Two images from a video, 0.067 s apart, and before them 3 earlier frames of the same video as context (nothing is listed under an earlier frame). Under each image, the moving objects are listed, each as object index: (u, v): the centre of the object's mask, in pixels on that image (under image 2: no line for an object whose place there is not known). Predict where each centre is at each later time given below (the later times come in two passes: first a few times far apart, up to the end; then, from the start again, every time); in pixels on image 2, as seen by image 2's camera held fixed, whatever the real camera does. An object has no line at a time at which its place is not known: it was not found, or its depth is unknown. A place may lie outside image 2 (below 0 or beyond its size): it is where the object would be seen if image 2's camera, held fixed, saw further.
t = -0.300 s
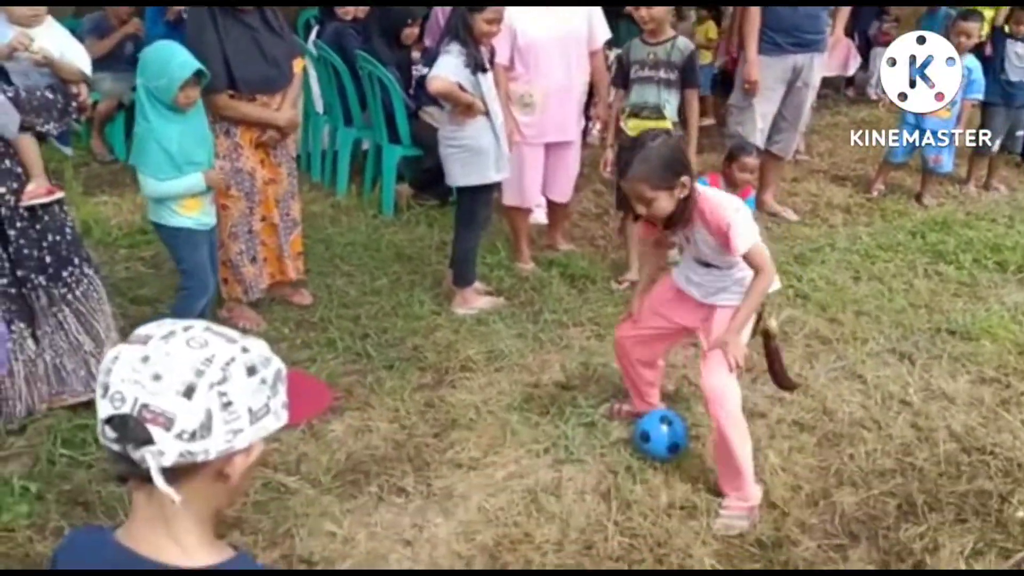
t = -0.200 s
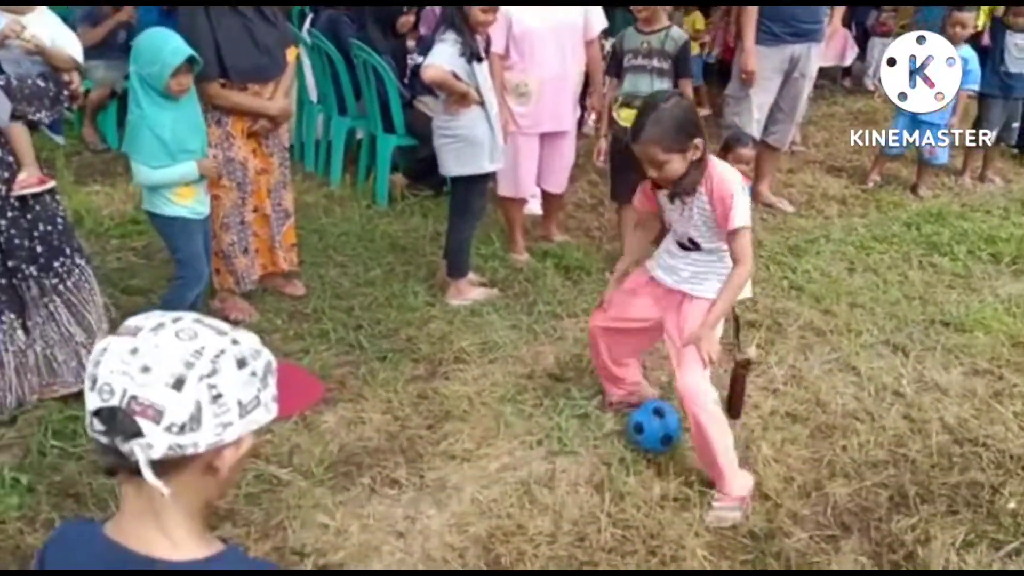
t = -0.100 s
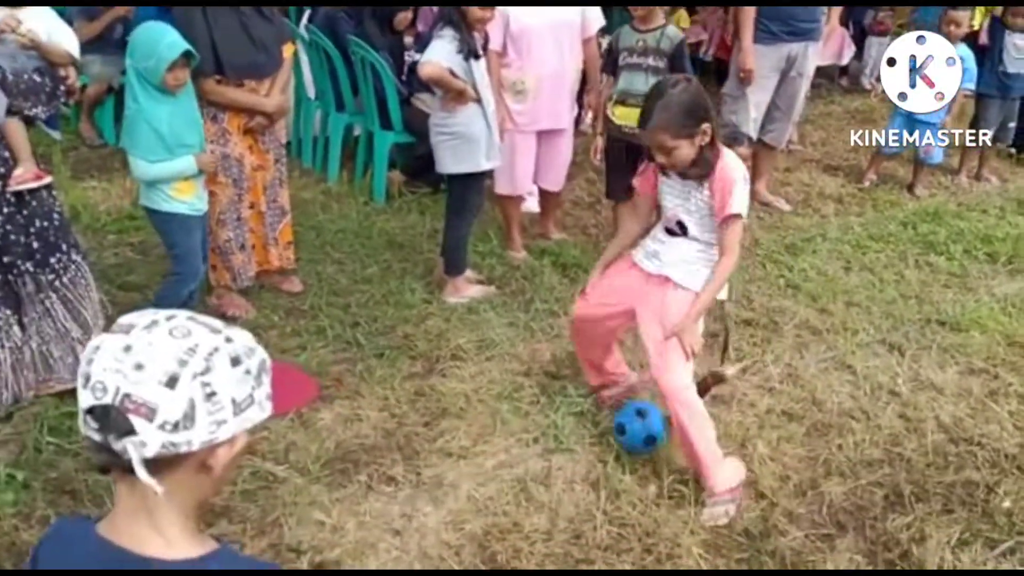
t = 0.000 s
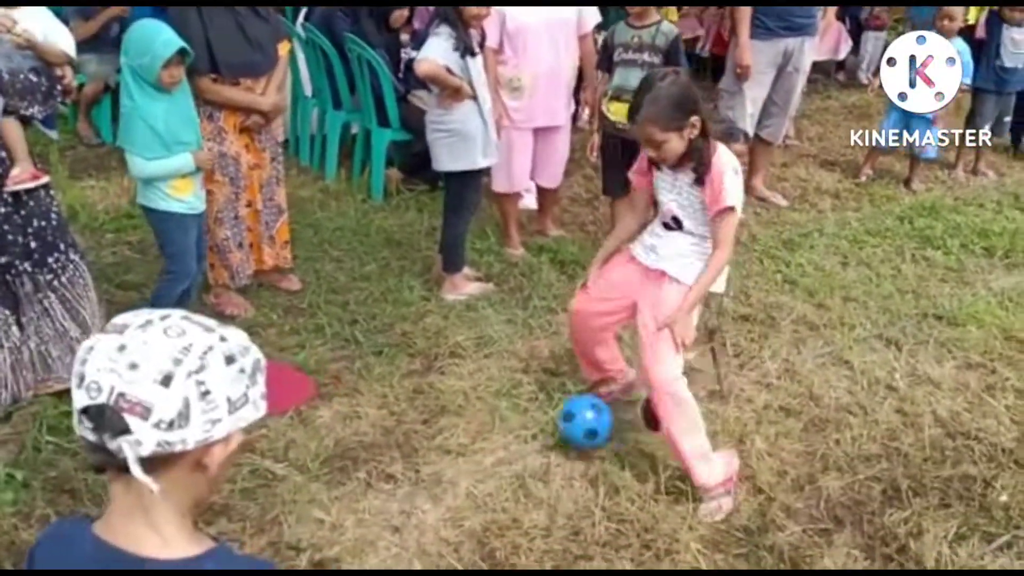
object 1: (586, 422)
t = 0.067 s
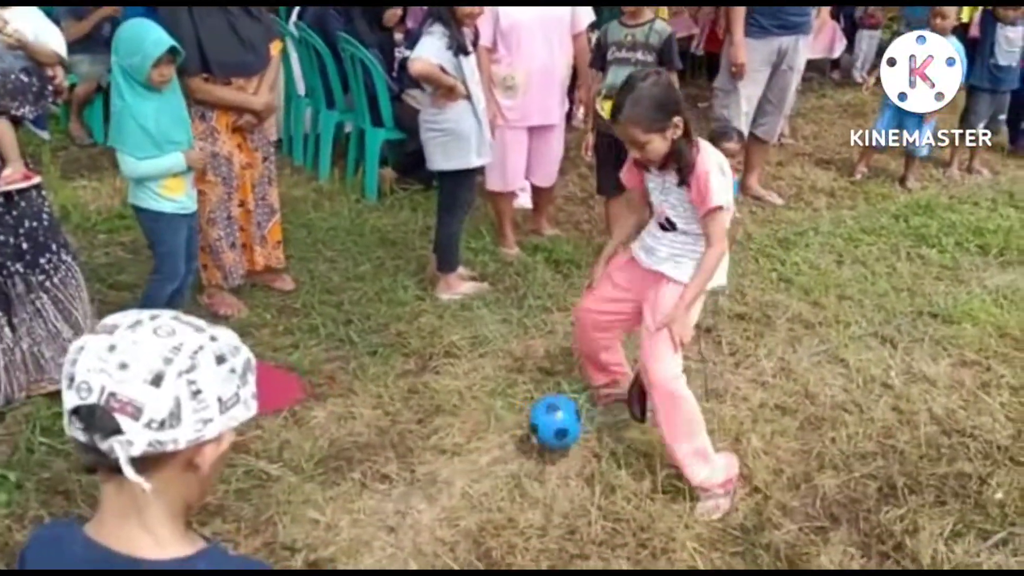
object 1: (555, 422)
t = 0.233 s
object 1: (504, 443)
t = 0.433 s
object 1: (455, 456)
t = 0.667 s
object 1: (414, 457)
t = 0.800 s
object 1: (413, 455)
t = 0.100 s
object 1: (543, 426)
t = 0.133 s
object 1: (532, 433)
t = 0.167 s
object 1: (521, 440)
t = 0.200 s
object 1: (511, 446)
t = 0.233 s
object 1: (504, 443)
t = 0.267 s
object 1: (497, 443)
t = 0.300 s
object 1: (488, 446)
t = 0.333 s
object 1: (480, 450)
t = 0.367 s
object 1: (471, 452)
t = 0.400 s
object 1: (464, 453)
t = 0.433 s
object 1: (455, 456)
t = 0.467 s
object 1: (449, 456)
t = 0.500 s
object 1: (442, 456)
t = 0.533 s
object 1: (434, 457)
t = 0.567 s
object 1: (427, 457)
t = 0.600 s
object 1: (421, 458)
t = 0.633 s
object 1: (417, 457)
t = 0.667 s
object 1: (414, 457)
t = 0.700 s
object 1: (412, 456)
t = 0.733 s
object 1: (411, 455)
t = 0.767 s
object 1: (412, 455)
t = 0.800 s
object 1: (413, 455)
